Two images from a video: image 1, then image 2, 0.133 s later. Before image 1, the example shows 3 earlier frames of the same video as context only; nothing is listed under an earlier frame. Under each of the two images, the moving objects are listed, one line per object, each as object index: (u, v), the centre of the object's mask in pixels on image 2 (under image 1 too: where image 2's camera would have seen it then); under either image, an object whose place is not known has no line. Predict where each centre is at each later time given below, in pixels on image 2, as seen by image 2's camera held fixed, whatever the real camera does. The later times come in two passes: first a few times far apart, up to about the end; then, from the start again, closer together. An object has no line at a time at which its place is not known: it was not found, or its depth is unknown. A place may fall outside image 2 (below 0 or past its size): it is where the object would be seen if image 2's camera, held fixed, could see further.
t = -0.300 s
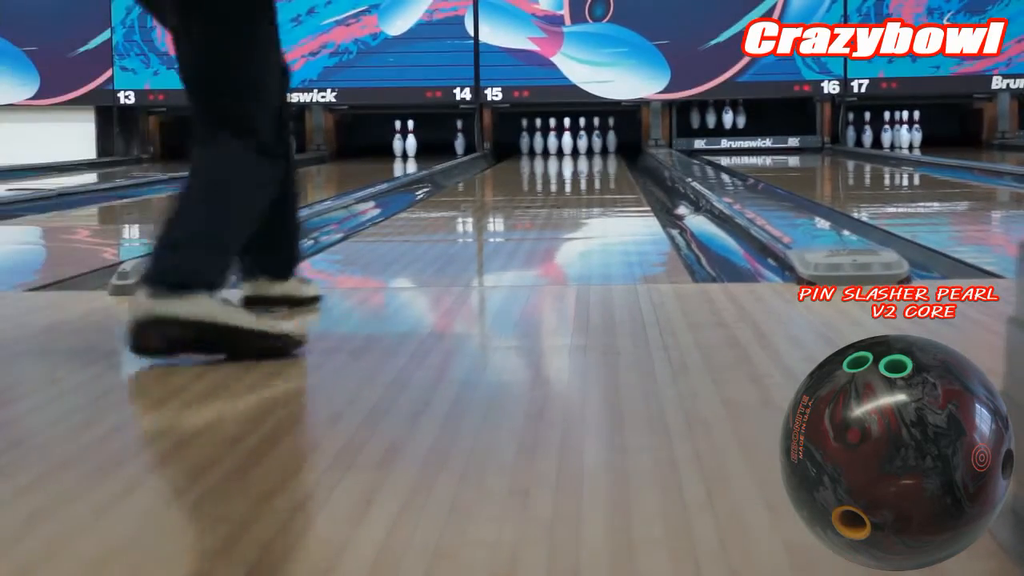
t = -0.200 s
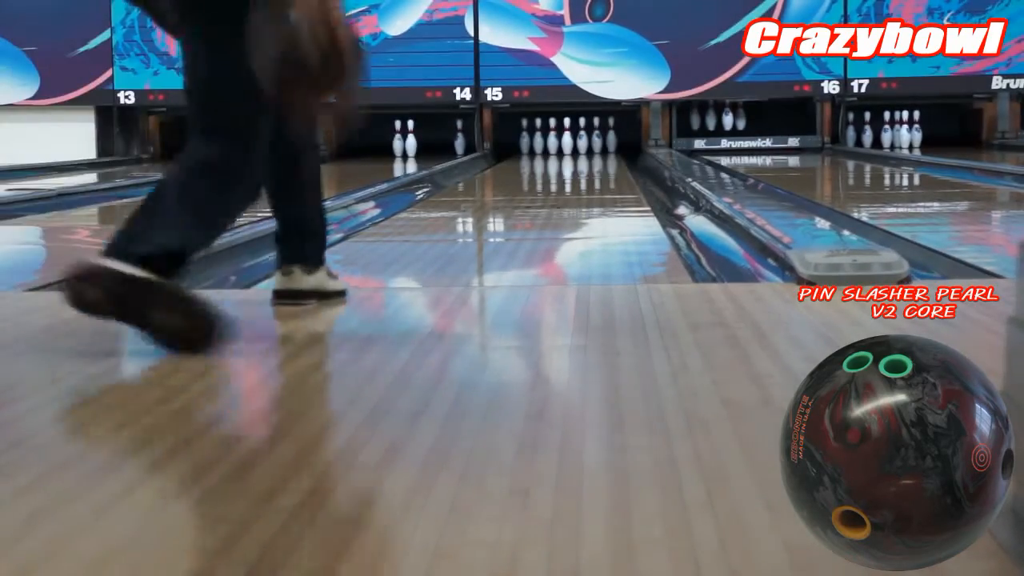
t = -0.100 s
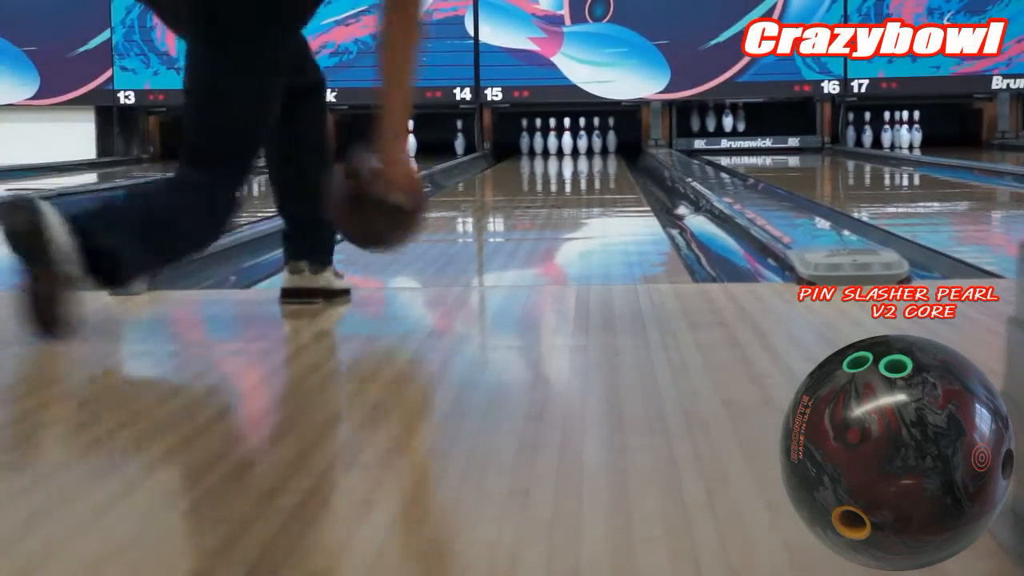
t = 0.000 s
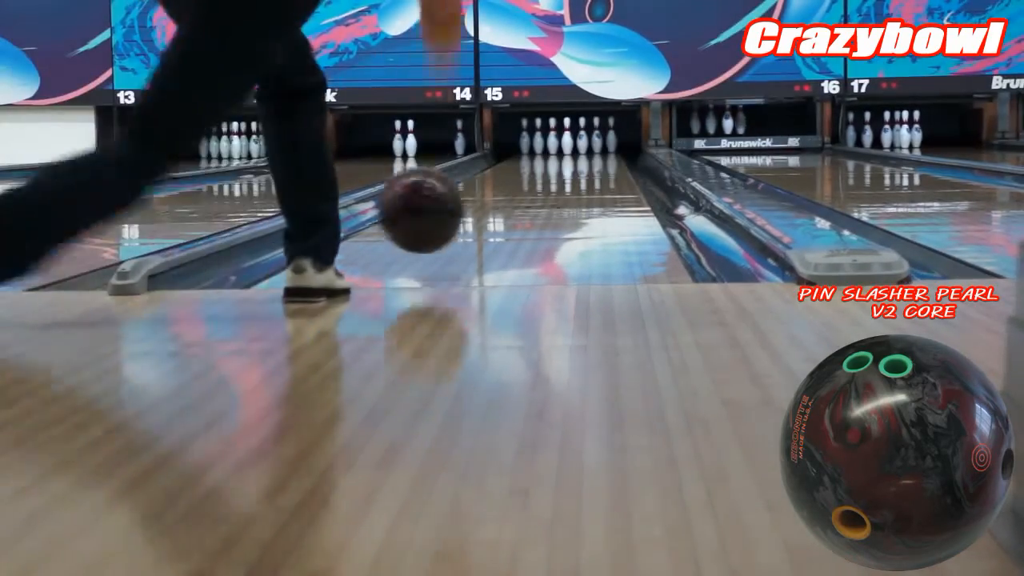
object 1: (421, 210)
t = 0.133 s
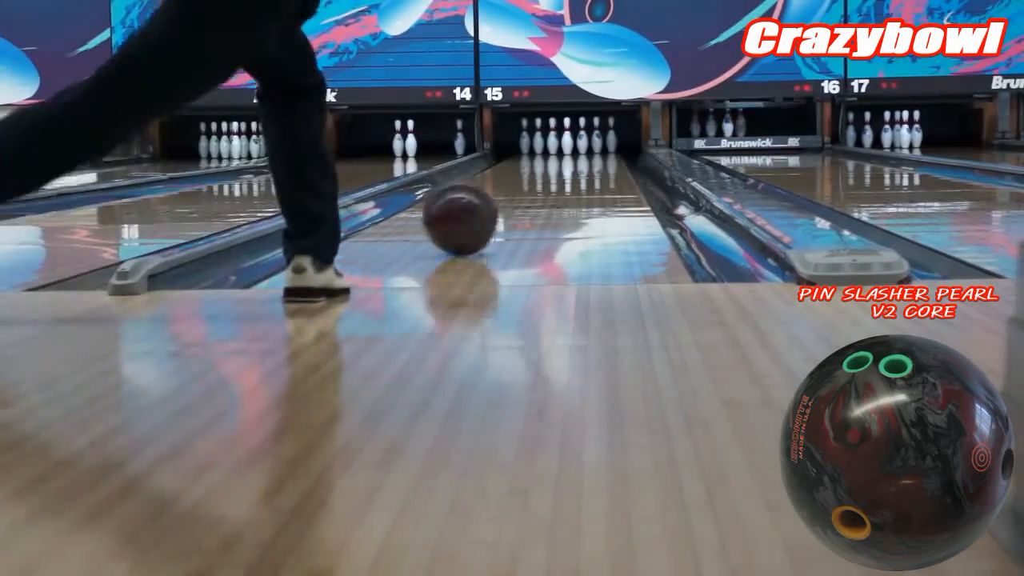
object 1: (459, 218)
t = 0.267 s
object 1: (489, 207)
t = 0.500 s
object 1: (525, 190)
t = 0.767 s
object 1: (551, 176)
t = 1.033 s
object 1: (568, 168)
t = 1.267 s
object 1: (579, 162)
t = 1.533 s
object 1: (588, 157)
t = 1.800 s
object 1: (592, 153)
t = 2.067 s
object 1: (593, 150)
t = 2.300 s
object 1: (590, 148)
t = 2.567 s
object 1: (582, 146)
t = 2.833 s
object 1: (573, 145)
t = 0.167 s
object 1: (468, 216)
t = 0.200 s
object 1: (476, 212)
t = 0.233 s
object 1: (483, 209)
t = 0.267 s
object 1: (489, 207)
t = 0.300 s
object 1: (495, 204)
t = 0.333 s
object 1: (501, 201)
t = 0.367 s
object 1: (506, 199)
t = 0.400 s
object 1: (511, 196)
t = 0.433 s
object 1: (517, 194)
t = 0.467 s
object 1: (521, 192)
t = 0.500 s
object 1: (525, 190)
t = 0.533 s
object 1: (528, 188)
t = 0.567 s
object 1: (532, 186)
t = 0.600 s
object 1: (537, 184)
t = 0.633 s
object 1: (540, 183)
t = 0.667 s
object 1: (543, 181)
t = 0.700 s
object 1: (545, 179)
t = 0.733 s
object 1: (548, 178)
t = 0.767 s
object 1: (551, 176)
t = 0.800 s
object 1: (553, 175)
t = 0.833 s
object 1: (556, 174)
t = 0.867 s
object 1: (558, 173)
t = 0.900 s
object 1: (560, 172)
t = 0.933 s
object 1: (563, 171)
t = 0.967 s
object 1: (564, 170)
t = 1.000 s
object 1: (566, 169)
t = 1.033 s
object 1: (568, 168)
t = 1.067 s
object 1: (570, 167)
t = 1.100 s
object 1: (572, 166)
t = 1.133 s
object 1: (573, 165)
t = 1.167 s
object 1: (575, 164)
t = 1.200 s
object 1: (576, 164)
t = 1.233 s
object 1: (578, 163)
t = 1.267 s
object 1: (579, 162)
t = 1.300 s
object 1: (580, 161)
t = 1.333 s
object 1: (582, 160)
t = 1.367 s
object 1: (582, 160)
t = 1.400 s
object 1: (583, 160)
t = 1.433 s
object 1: (585, 159)
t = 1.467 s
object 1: (586, 158)
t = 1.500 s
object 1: (587, 158)
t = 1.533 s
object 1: (588, 157)
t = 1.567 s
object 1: (588, 156)
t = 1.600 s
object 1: (589, 156)
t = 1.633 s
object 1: (590, 156)
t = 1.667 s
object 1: (590, 155)
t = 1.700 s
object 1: (591, 155)
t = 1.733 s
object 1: (592, 154)
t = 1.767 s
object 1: (592, 154)
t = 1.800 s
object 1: (592, 153)
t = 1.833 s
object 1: (592, 153)
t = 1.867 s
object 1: (593, 152)
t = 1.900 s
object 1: (593, 152)
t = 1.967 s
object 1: (593, 151)
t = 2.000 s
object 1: (593, 151)
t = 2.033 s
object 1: (593, 150)
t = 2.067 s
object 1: (593, 150)
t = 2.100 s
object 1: (592, 150)
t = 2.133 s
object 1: (592, 149)
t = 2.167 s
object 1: (592, 149)
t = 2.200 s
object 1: (591, 149)
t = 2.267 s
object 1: (590, 148)
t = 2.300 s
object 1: (590, 148)
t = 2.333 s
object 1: (589, 147)
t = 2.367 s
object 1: (588, 147)
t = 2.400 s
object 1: (587, 147)
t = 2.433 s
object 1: (587, 147)
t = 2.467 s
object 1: (585, 147)
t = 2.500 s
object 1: (584, 147)
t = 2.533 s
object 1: (583, 147)
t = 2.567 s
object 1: (582, 146)
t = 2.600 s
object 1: (580, 146)
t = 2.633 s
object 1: (579, 145)
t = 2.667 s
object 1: (578, 145)
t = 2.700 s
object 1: (576, 144)
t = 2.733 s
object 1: (575, 145)
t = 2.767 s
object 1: (576, 144)
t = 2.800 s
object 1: (575, 145)
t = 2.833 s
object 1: (573, 145)
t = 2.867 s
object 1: (572, 145)
